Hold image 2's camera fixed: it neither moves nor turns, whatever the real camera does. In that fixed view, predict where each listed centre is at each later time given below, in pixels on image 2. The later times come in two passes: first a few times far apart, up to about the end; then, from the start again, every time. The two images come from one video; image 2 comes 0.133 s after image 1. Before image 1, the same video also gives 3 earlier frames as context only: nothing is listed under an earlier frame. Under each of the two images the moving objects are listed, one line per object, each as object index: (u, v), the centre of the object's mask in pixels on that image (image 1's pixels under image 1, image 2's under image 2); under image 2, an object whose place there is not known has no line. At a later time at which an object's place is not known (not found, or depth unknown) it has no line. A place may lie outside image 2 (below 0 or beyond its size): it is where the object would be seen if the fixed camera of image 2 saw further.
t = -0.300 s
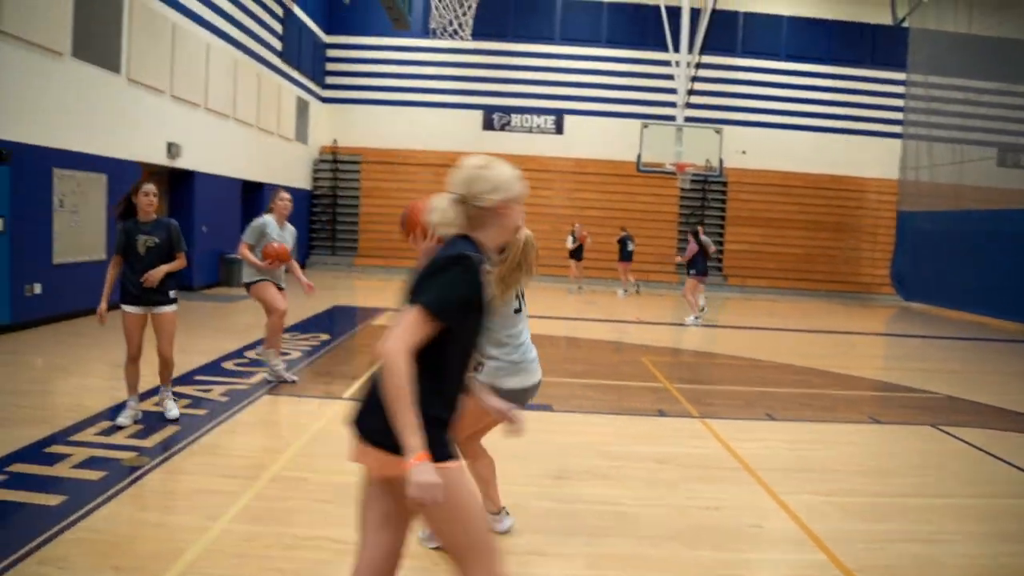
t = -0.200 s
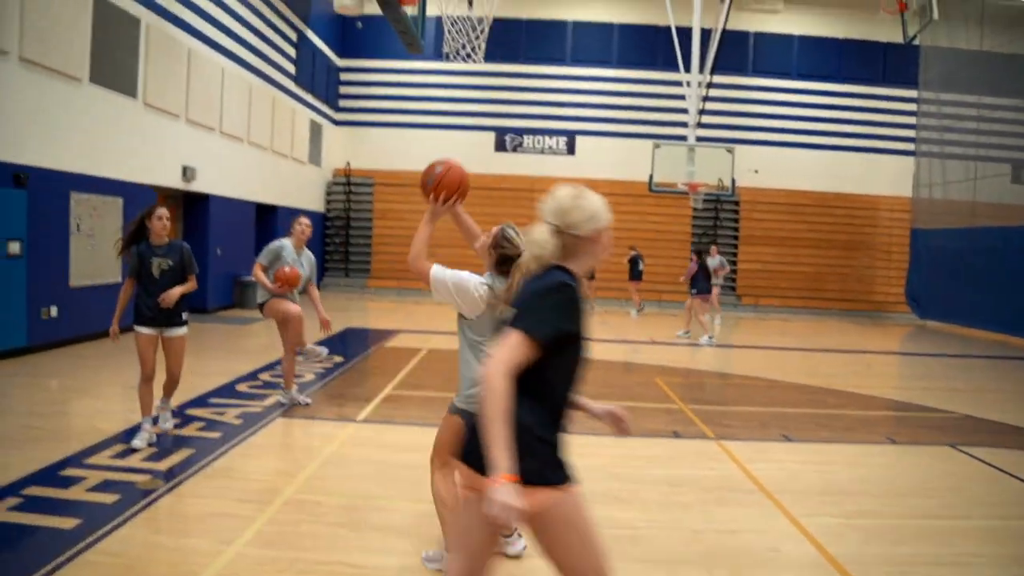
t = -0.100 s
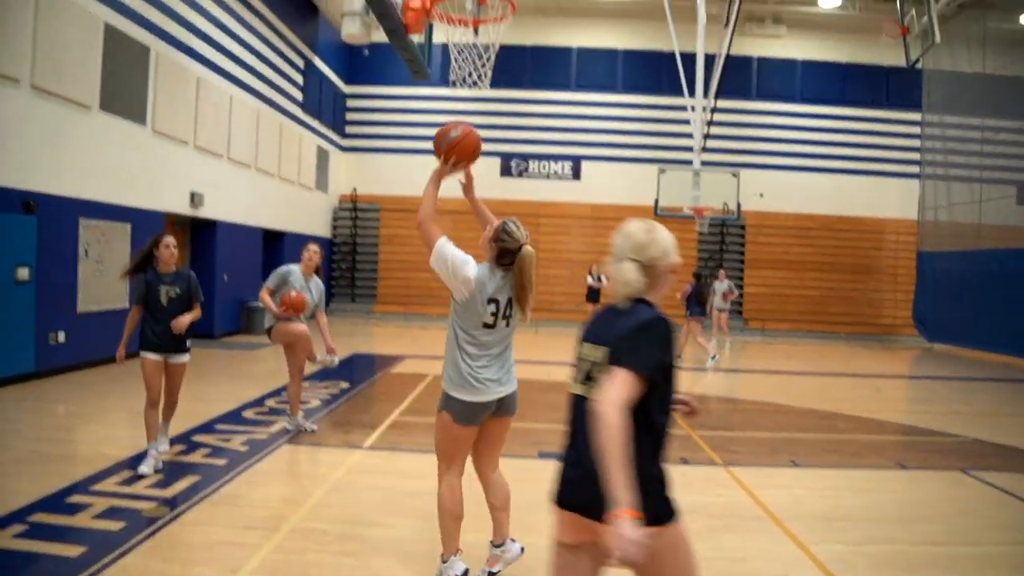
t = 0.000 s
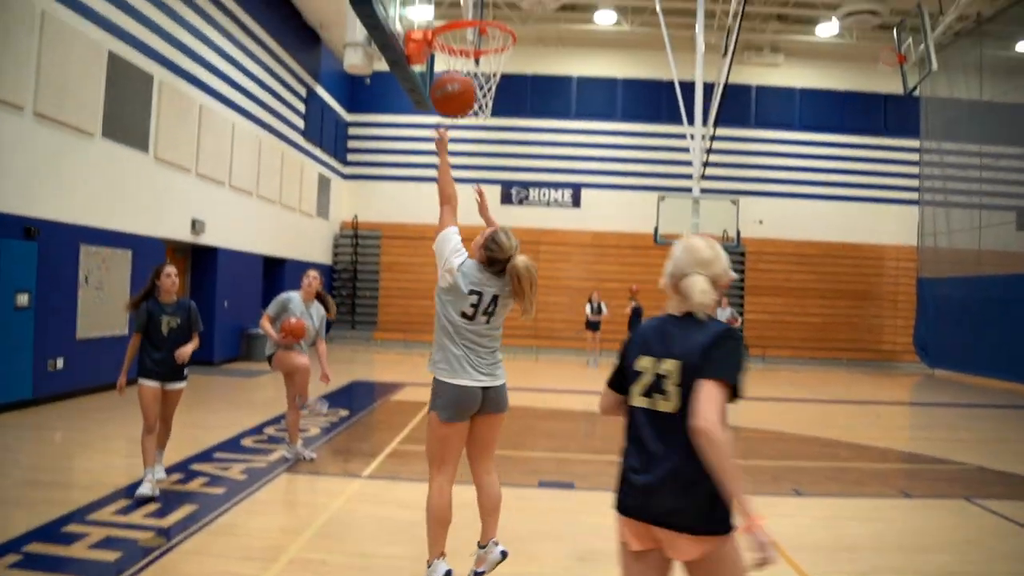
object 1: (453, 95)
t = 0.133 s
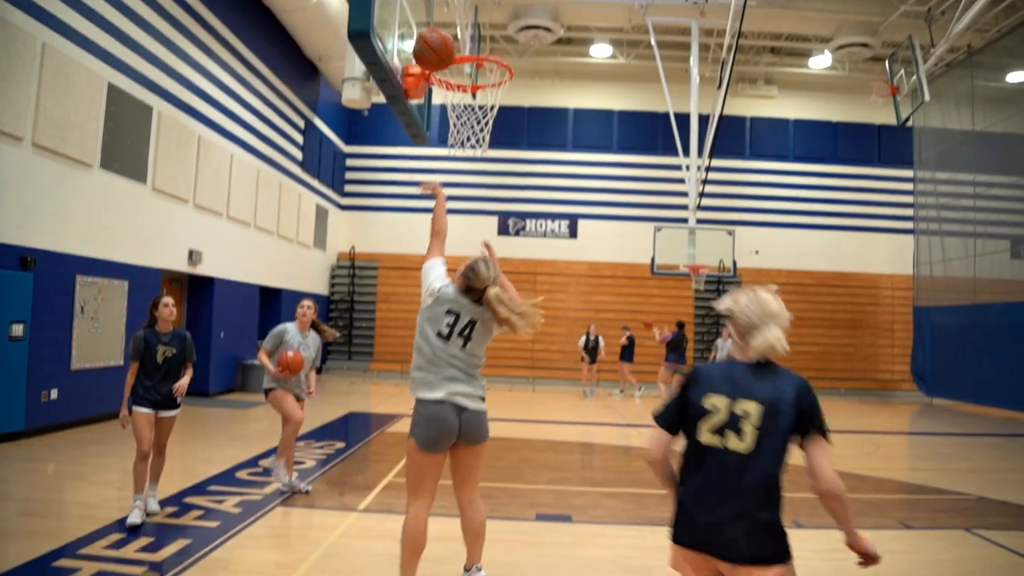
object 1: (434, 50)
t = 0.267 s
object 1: (418, 11)
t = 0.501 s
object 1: (452, 43)
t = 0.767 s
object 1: (480, 185)
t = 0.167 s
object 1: (429, 36)
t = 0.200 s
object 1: (425, 25)
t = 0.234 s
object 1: (421, 17)
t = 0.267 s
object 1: (418, 11)
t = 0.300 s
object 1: (423, 11)
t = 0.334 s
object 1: (428, 12)
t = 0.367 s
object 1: (433, 16)
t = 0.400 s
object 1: (439, 20)
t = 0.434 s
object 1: (443, 27)
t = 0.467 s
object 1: (448, 35)
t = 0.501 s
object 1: (452, 43)
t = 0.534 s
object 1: (455, 49)
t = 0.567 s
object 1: (462, 79)
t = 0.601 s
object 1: (466, 87)
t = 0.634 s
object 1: (468, 106)
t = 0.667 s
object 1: (473, 125)
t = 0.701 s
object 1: (475, 143)
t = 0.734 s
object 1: (478, 164)
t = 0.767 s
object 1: (480, 185)
